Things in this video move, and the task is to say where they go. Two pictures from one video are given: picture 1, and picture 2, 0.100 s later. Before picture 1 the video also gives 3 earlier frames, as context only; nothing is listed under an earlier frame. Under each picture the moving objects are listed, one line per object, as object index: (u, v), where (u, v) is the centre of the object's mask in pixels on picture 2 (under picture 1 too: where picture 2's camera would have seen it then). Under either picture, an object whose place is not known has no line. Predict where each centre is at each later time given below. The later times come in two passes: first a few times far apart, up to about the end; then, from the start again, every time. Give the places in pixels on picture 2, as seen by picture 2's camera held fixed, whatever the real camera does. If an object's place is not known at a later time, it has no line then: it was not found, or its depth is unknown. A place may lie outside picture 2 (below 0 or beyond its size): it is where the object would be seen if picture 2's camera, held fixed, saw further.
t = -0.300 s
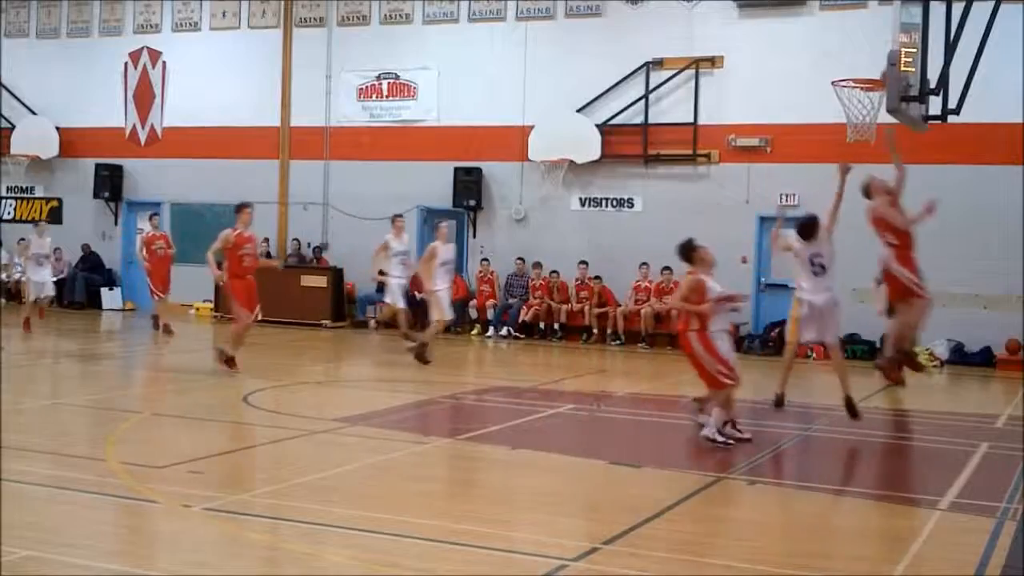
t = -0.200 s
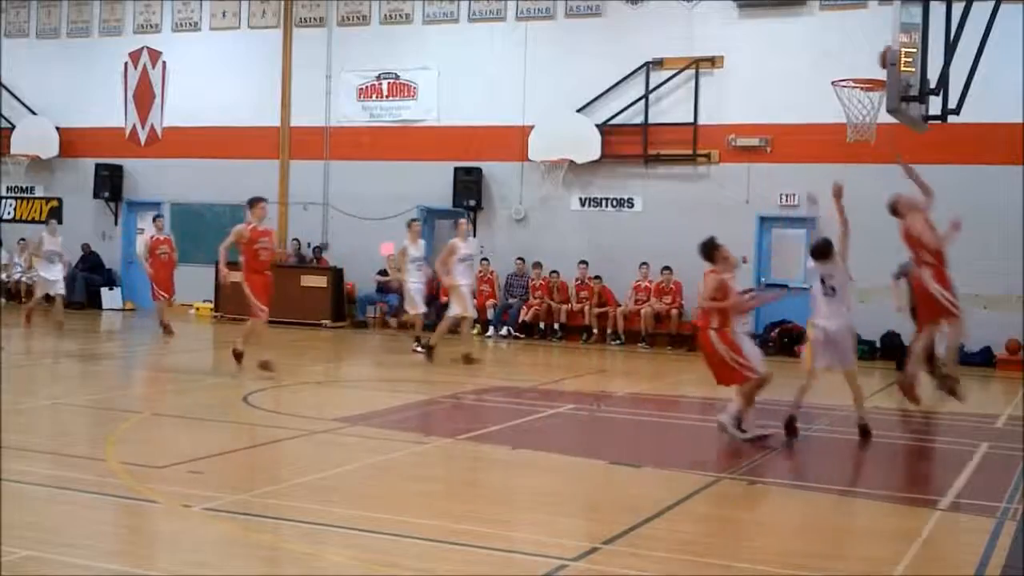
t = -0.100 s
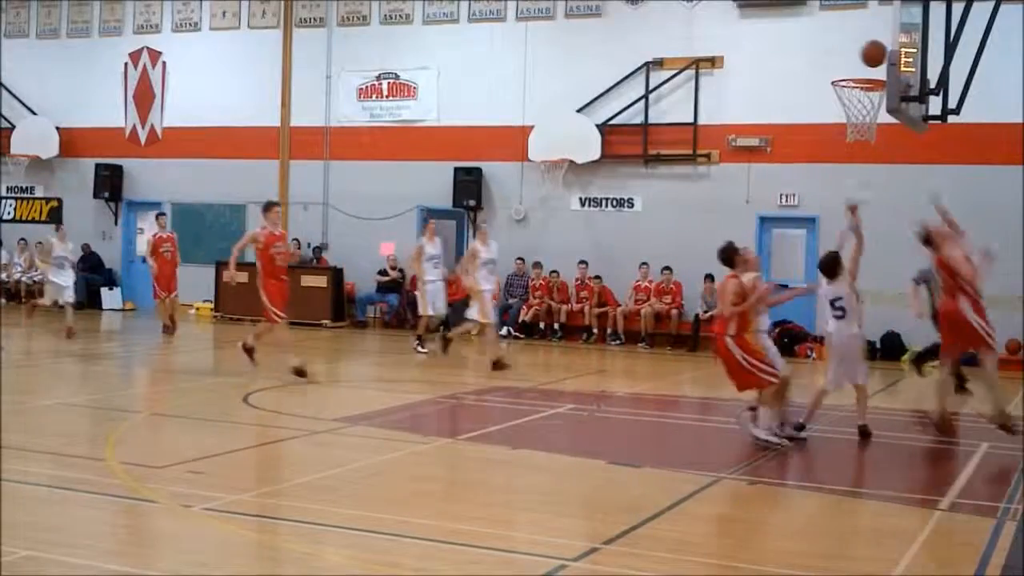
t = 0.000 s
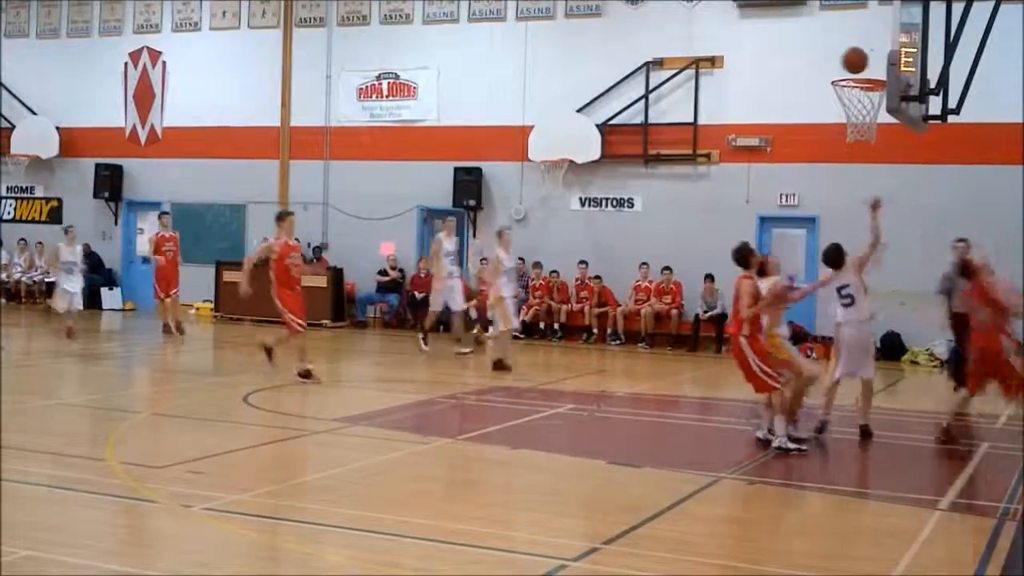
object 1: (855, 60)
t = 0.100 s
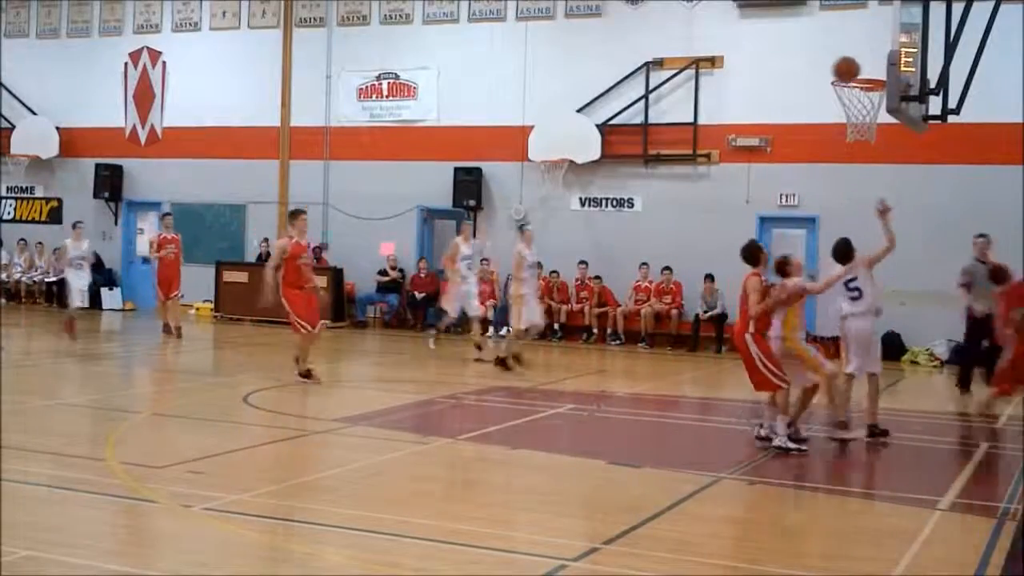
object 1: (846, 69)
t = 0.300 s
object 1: (873, 77)
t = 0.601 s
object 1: (858, 105)
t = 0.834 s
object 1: (869, 161)
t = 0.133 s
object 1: (851, 67)
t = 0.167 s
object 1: (856, 67)
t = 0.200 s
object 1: (861, 67)
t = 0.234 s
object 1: (867, 69)
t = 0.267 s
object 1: (871, 73)
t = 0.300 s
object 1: (873, 77)
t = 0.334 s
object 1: (869, 71)
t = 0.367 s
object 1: (864, 71)
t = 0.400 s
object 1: (859, 77)
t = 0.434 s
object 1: (854, 79)
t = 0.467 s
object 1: (849, 83)
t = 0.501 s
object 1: (849, 87)
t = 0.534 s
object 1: (852, 93)
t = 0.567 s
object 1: (855, 98)
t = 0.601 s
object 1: (858, 105)
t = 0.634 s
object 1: (861, 114)
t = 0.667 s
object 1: (863, 123)
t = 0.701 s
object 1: (864, 128)
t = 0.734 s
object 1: (867, 139)
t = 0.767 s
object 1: (867, 143)
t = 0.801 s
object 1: (868, 148)
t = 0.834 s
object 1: (869, 161)
